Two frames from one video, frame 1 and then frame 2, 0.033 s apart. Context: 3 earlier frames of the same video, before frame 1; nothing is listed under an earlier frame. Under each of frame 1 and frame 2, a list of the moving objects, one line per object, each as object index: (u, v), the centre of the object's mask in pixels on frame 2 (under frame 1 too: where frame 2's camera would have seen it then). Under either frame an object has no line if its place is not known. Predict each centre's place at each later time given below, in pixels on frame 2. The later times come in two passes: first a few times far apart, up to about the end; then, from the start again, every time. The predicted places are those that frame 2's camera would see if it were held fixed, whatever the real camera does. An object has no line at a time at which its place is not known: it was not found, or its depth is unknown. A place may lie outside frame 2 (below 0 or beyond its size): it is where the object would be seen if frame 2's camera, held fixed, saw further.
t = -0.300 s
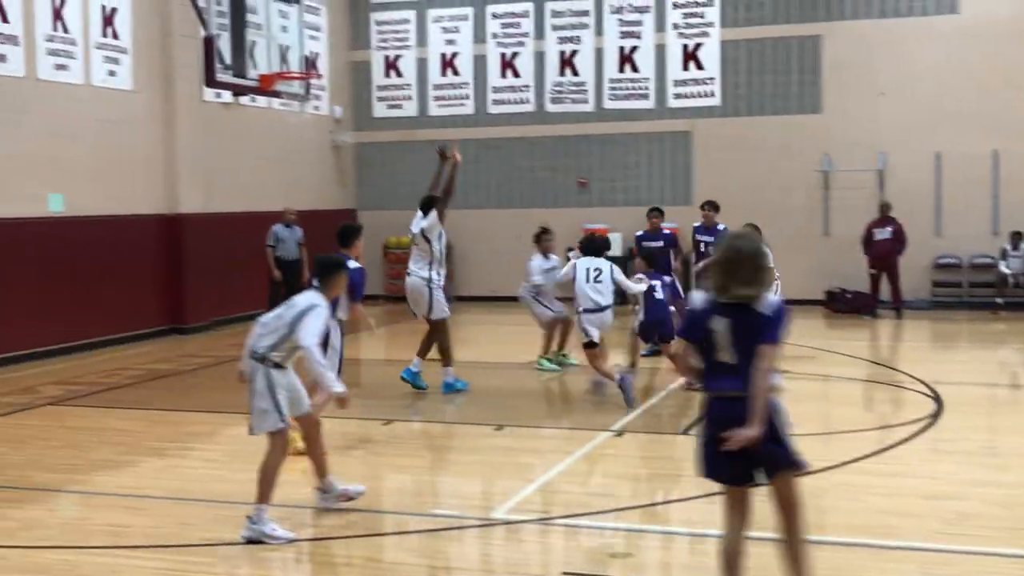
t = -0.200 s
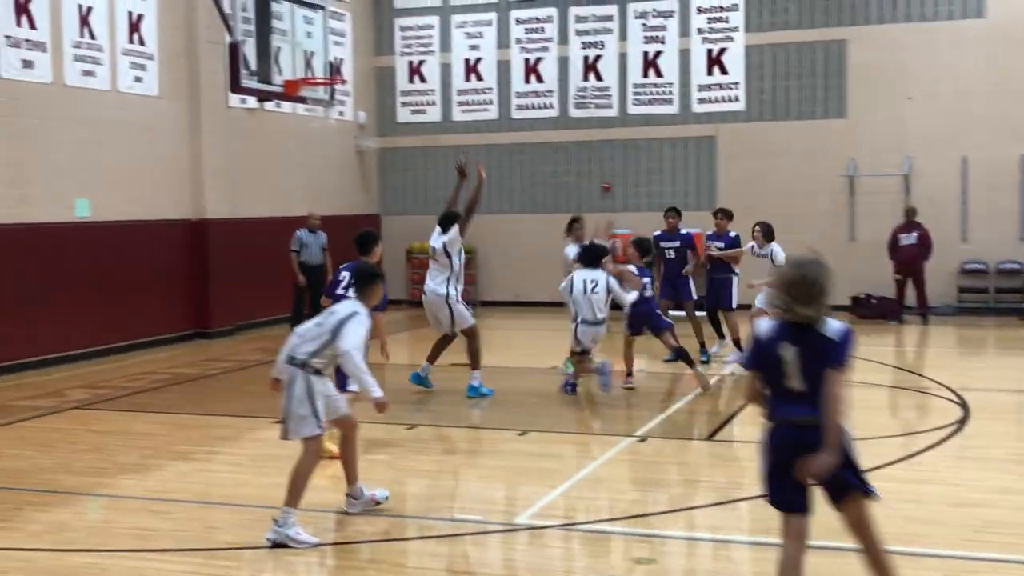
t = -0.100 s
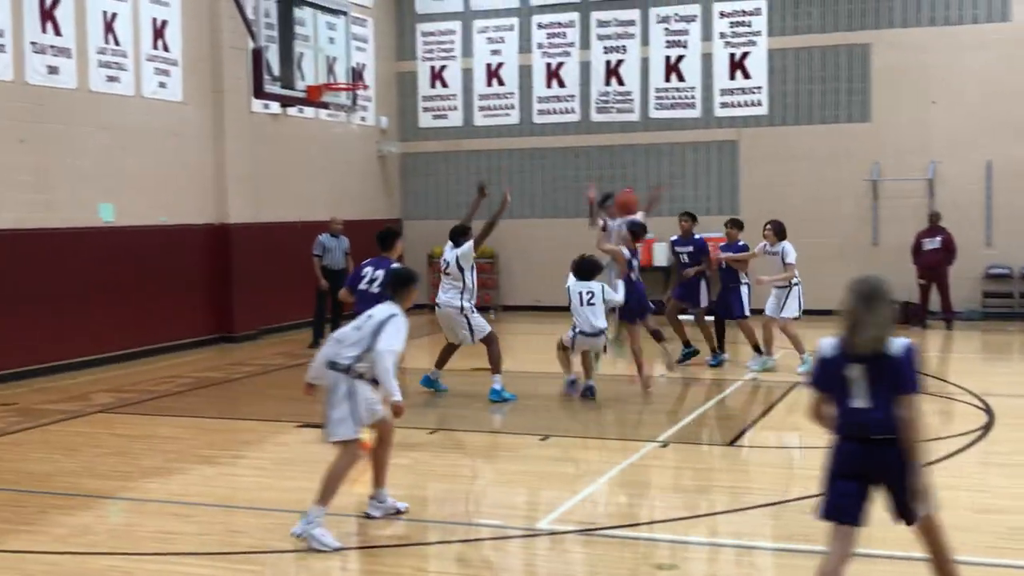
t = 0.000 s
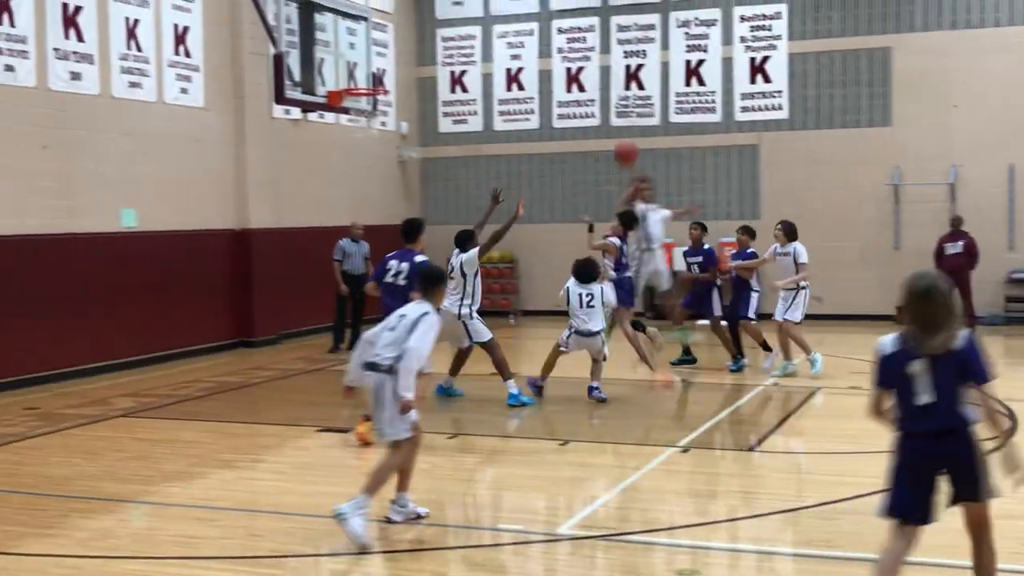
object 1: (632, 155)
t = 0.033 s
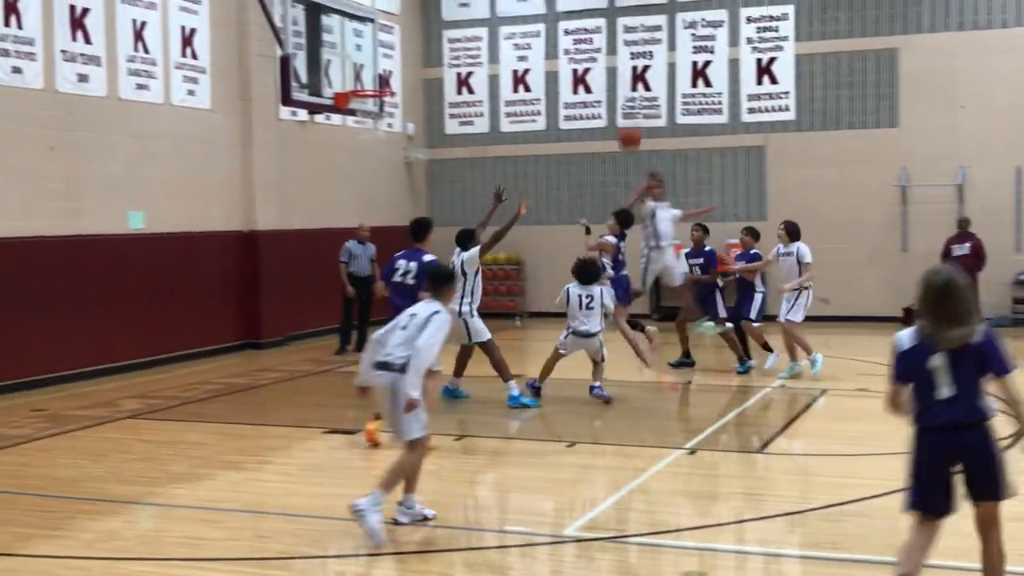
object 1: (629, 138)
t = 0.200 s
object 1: (616, 70)
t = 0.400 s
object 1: (600, 27)
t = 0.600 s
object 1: (585, 22)
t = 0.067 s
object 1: (626, 122)
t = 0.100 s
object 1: (624, 107)
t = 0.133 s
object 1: (621, 94)
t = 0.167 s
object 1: (618, 81)
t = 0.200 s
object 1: (616, 70)
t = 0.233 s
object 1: (613, 60)
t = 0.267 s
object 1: (611, 51)
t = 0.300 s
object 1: (608, 44)
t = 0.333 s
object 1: (605, 37)
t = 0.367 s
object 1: (603, 31)
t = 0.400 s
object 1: (600, 27)
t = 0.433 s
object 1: (597, 23)
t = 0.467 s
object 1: (595, 21)
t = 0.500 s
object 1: (592, 20)
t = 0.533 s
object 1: (590, 20)
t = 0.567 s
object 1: (588, 21)
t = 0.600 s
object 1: (585, 22)
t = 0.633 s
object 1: (582, 26)
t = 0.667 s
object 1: (579, 31)
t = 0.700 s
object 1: (577, 36)
